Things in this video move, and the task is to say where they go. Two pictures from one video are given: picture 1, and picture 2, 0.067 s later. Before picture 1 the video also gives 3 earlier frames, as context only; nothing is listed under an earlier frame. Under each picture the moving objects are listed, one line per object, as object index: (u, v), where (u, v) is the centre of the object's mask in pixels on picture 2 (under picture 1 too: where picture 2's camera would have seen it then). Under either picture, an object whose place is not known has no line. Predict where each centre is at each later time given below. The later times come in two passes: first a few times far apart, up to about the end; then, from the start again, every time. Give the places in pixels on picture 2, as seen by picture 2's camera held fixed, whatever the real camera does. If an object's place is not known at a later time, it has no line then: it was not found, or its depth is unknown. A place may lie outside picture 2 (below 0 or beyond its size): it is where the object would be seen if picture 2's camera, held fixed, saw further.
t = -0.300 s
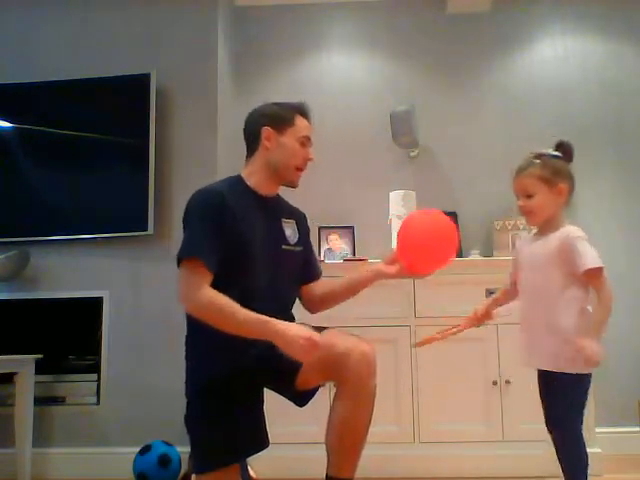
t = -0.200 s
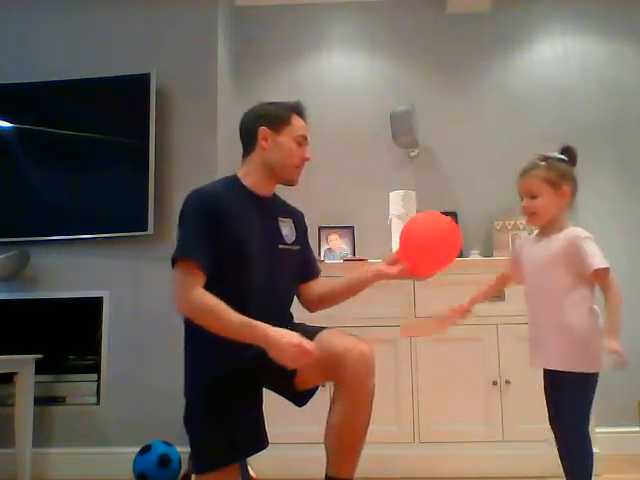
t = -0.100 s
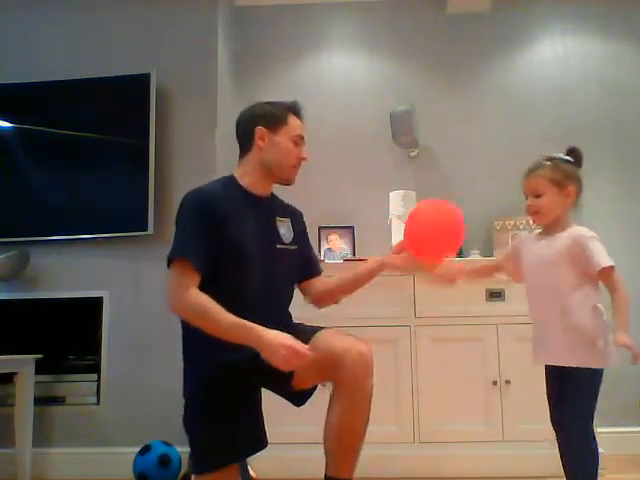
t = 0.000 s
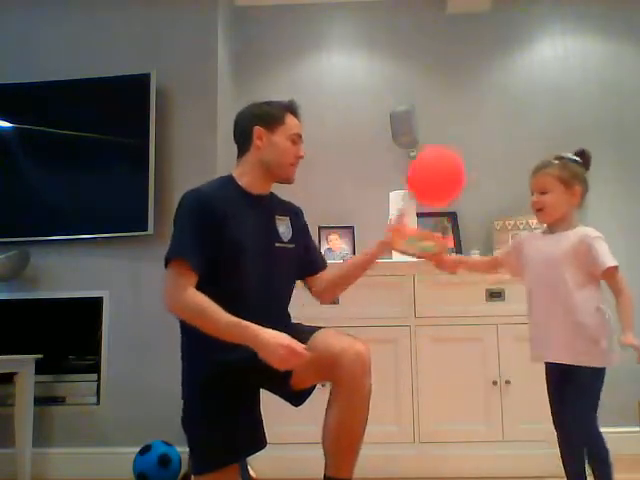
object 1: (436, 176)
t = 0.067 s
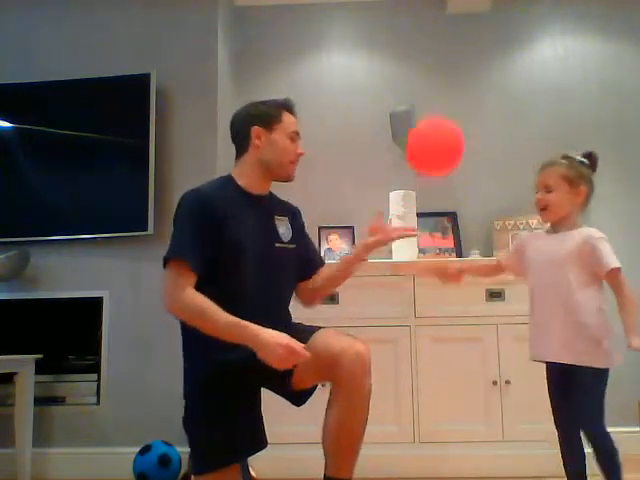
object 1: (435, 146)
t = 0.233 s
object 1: (434, 97)
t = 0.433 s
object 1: (433, 78)
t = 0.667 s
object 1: (438, 100)
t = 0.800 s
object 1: (443, 134)
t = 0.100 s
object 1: (435, 133)
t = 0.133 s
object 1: (434, 123)
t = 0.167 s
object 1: (434, 112)
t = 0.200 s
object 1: (434, 103)
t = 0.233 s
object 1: (434, 97)
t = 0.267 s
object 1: (433, 89)
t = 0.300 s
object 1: (433, 85)
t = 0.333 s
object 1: (433, 82)
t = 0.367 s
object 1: (433, 79)
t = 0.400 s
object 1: (433, 78)
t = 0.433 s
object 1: (433, 78)
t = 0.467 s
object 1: (434, 78)
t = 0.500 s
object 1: (434, 79)
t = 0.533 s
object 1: (435, 82)
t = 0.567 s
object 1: (435, 85)
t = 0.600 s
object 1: (437, 89)
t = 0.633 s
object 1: (437, 94)
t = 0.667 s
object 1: (438, 100)
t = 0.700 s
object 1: (439, 108)
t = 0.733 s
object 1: (440, 114)
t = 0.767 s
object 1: (441, 123)
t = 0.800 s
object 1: (443, 134)
